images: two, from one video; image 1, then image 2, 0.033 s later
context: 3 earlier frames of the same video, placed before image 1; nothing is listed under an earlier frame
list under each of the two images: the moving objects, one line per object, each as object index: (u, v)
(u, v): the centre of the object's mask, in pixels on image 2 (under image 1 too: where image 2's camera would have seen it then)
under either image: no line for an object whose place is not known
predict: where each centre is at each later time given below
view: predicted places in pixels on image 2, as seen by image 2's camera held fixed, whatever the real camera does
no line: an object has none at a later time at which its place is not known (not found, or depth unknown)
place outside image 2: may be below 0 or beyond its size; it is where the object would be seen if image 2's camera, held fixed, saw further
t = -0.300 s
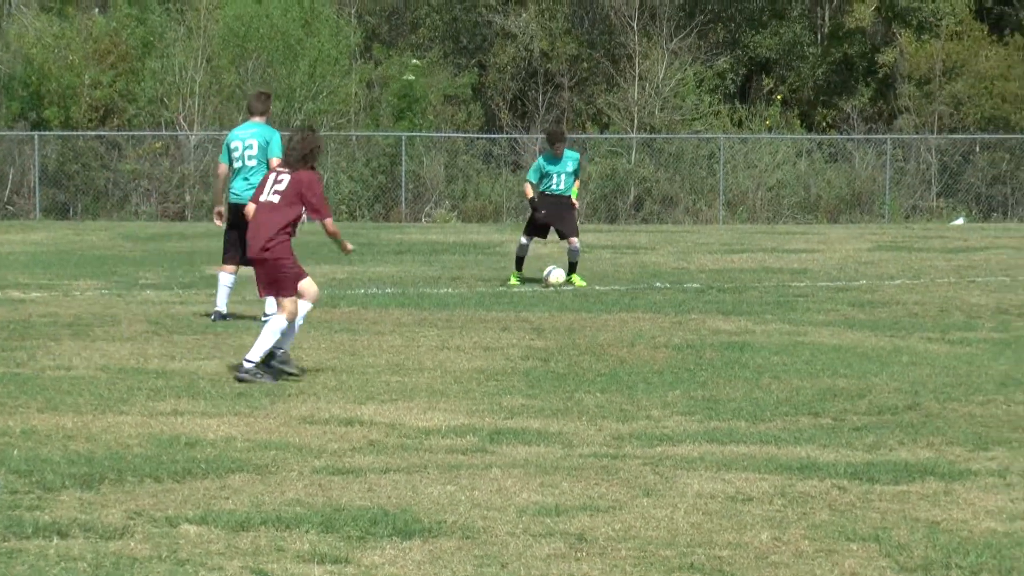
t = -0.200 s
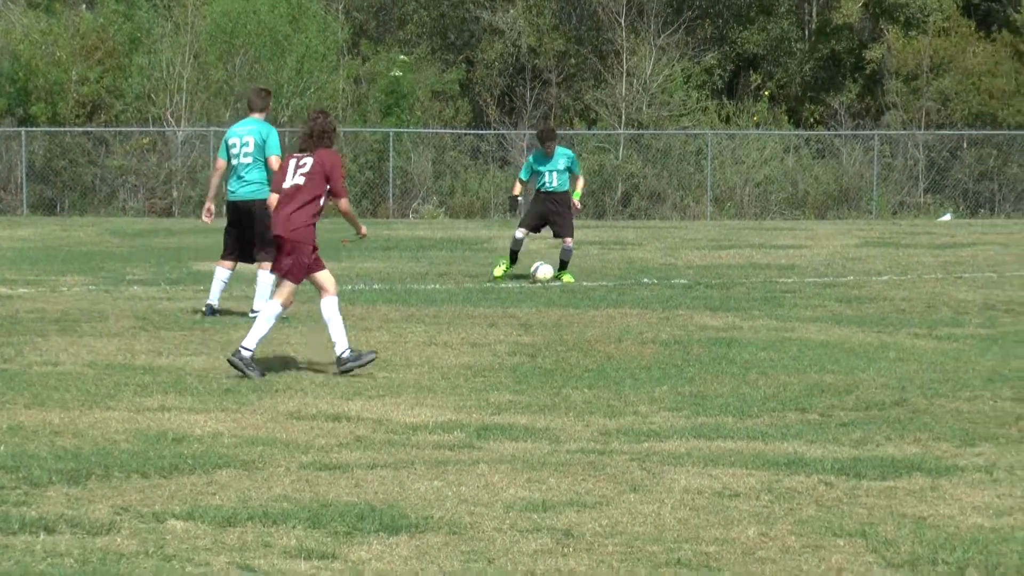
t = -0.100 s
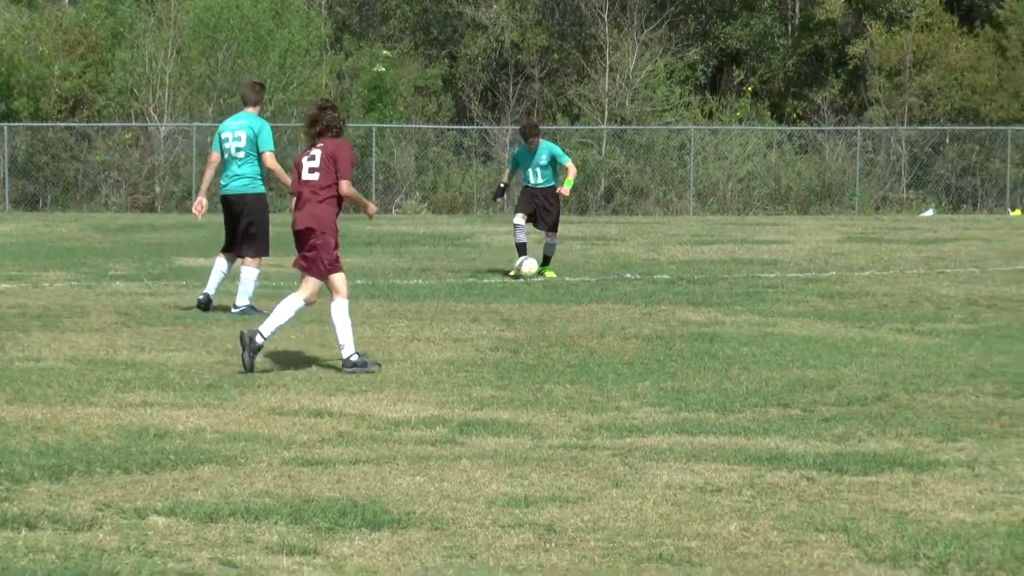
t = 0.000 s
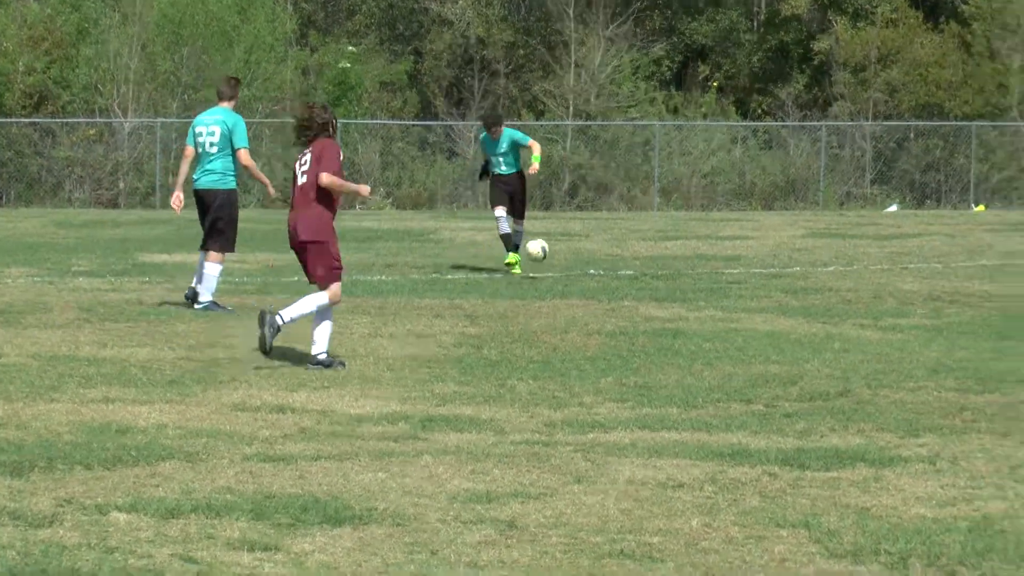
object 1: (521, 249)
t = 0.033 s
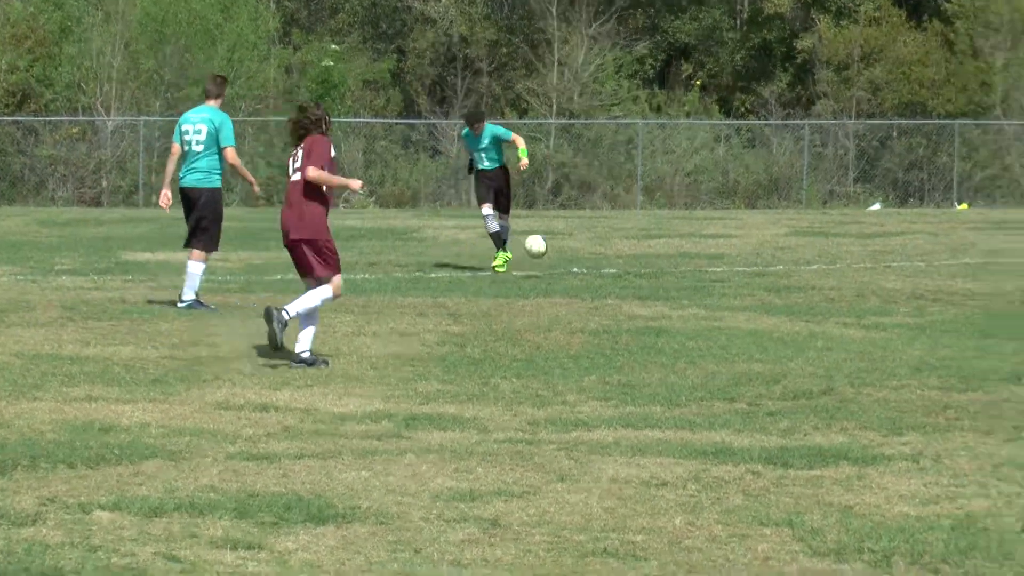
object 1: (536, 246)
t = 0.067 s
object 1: (550, 245)
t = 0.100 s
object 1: (565, 243)
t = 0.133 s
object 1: (576, 244)
